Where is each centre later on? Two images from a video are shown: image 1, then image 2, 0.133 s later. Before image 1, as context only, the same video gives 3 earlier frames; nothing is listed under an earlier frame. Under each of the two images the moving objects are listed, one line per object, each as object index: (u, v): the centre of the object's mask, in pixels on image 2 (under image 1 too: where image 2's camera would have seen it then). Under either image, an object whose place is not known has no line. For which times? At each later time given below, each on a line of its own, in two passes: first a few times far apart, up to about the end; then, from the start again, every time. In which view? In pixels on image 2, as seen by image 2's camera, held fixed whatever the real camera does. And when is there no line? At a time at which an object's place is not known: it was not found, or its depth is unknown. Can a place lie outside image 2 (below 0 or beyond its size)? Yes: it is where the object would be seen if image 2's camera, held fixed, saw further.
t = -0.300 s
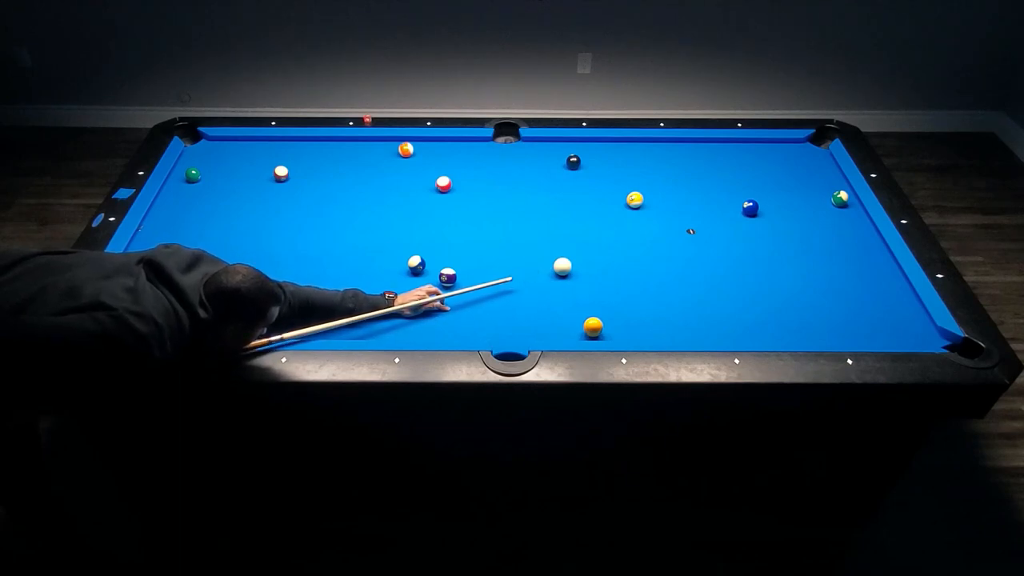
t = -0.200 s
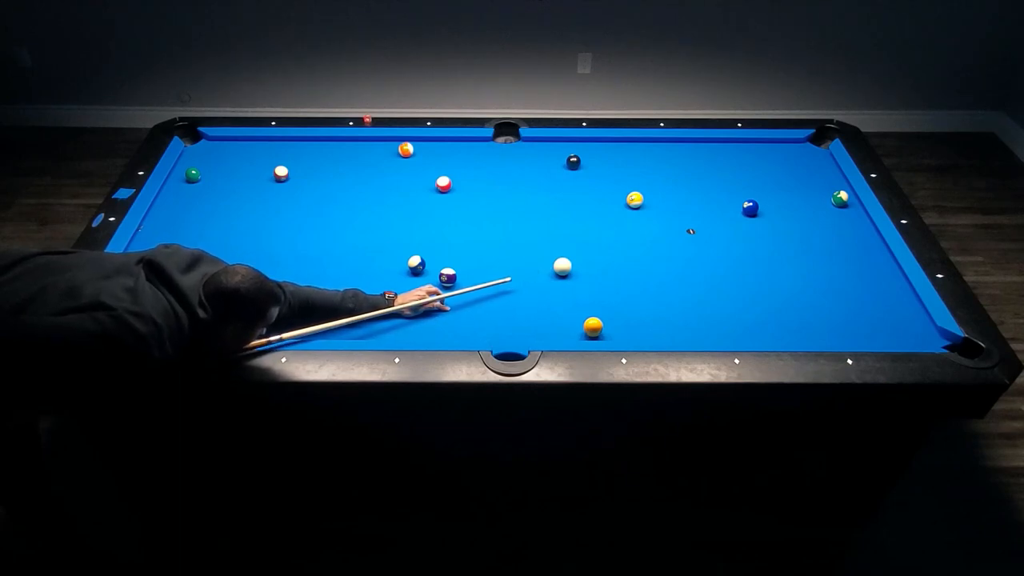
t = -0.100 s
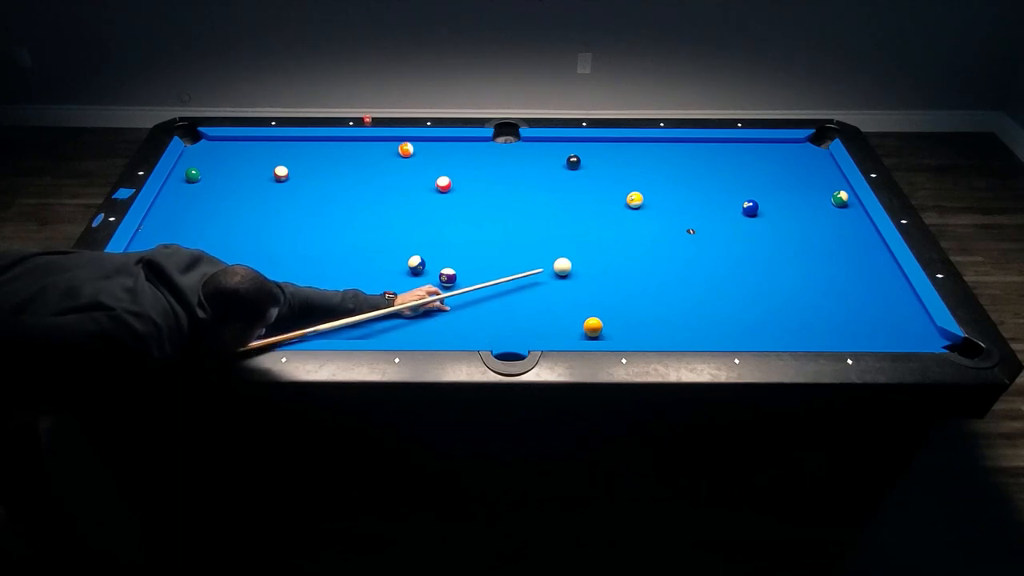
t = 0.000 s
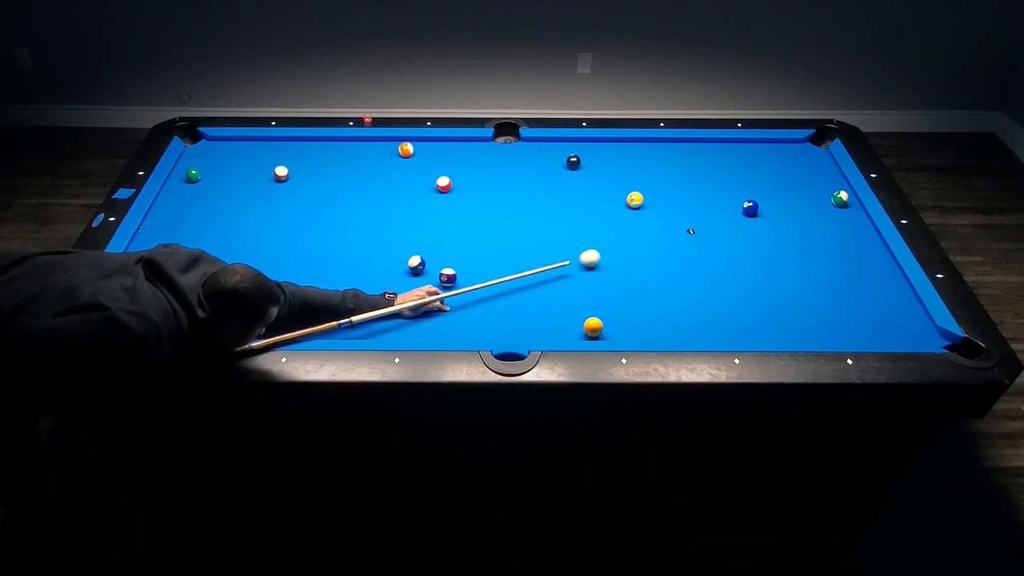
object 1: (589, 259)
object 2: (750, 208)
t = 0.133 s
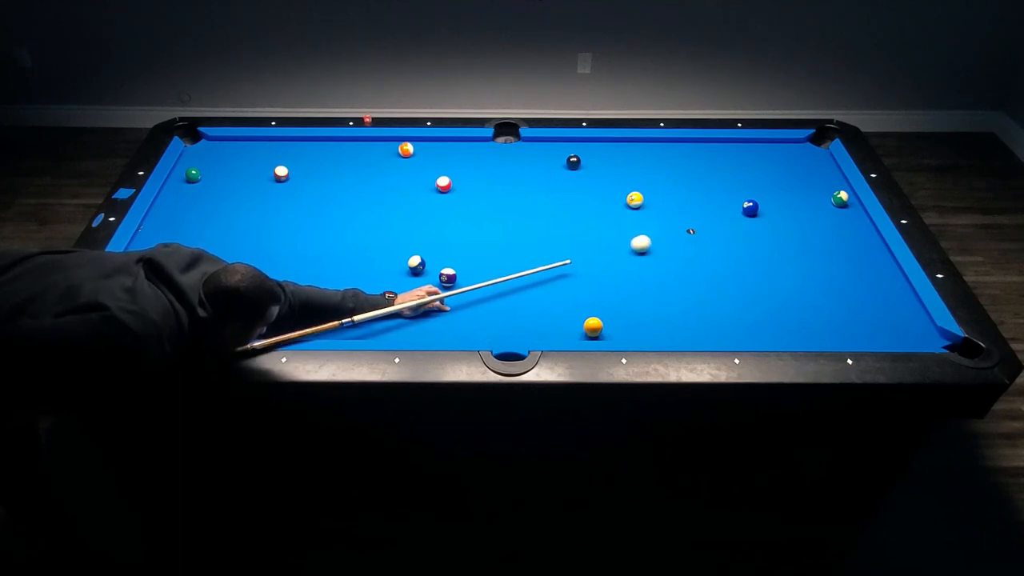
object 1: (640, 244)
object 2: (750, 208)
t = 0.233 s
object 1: (676, 234)
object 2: (750, 208)
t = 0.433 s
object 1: (745, 215)
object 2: (752, 205)
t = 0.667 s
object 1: (795, 222)
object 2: (774, 182)
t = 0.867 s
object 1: (839, 227)
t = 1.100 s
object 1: (858, 232)
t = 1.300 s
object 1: (836, 237)
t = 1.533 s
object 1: (810, 242)
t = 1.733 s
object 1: (788, 247)
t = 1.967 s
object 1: (763, 253)
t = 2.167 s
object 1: (742, 257)
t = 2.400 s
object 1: (718, 262)
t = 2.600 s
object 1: (698, 266)
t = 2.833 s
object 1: (675, 271)
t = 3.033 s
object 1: (657, 275)
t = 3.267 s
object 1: (635, 280)
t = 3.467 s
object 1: (618, 284)
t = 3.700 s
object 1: (598, 288)
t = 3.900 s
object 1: (581, 291)
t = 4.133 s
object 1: (562, 295)
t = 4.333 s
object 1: (547, 298)
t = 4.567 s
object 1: (530, 302)
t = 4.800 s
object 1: (514, 305)
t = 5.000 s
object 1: (502, 308)
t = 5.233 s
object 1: (488, 311)
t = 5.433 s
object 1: (476, 313)
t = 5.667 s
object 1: (464, 316)
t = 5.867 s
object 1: (455, 318)
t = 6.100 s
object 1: (446, 320)
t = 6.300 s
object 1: (438, 322)
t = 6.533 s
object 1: (431, 324)
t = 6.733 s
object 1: (426, 325)
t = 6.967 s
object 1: (420, 326)
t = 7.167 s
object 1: (417, 327)
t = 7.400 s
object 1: (414, 327)
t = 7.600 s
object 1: (414, 327)
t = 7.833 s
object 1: (414, 327)
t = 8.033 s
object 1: (414, 327)
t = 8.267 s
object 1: (414, 327)
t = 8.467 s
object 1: (414, 327)
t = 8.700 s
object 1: (414, 327)
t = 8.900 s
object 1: (414, 327)
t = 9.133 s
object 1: (414, 327)
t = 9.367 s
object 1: (414, 327)
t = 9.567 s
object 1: (414, 327)
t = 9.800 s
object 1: (414, 327)
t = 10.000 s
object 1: (414, 327)
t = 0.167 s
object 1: (653, 241)
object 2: (750, 208)
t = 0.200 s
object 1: (665, 237)
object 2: (750, 208)
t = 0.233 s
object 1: (676, 234)
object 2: (750, 208)
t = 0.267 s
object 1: (689, 230)
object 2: (750, 208)
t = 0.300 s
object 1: (700, 227)
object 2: (750, 208)
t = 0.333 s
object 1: (712, 224)
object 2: (750, 208)
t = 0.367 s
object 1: (723, 221)
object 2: (750, 208)
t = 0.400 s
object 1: (734, 217)
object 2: (750, 208)
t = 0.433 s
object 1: (745, 215)
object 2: (752, 205)
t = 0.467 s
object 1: (751, 216)
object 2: (755, 202)
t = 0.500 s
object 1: (758, 218)
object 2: (759, 199)
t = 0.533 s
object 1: (765, 219)
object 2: (762, 195)
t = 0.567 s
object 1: (772, 220)
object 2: (766, 191)
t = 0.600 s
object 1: (780, 221)
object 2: (769, 188)
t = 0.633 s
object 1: (787, 221)
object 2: (771, 185)
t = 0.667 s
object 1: (795, 222)
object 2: (774, 182)
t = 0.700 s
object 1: (802, 223)
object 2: (777, 179)
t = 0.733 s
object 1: (809, 224)
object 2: (780, 177)
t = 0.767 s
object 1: (817, 224)
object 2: (782, 174)
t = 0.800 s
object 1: (824, 225)
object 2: (785, 171)
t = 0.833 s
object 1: (832, 226)
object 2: (787, 168)
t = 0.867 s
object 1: (839, 227)
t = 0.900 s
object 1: (846, 227)
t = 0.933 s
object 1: (854, 228)
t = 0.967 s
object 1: (861, 229)
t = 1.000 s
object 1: (868, 229)
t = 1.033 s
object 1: (867, 230)
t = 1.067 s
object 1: (862, 231)
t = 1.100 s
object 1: (858, 232)
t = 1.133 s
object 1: (855, 233)
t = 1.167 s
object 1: (851, 234)
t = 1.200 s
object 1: (847, 234)
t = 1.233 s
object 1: (843, 235)
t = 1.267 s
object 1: (839, 236)
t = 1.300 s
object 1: (836, 237)
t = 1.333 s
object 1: (832, 238)
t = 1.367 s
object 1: (828, 238)
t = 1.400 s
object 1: (824, 239)
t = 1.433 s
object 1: (821, 240)
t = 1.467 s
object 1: (817, 241)
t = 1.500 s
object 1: (813, 241)
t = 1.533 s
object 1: (810, 242)
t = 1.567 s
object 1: (806, 243)
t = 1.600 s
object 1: (802, 244)
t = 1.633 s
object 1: (799, 245)
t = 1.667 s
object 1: (795, 246)
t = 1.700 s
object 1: (791, 246)
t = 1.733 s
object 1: (788, 247)
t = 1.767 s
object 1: (784, 248)
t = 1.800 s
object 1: (781, 249)
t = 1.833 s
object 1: (777, 249)
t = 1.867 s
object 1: (774, 250)
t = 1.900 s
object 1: (770, 251)
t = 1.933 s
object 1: (766, 252)
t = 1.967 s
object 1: (763, 253)
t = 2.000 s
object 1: (759, 253)
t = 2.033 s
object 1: (756, 254)
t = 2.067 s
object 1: (752, 255)
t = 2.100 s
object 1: (749, 256)
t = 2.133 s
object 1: (745, 256)
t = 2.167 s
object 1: (742, 257)
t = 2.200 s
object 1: (738, 258)
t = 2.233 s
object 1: (735, 259)
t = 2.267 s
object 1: (732, 259)
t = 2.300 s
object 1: (728, 260)
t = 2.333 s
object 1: (725, 261)
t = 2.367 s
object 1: (721, 261)
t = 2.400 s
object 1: (718, 262)
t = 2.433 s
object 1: (715, 263)
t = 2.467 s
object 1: (711, 263)
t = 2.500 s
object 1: (708, 264)
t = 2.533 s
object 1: (705, 265)
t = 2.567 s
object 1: (701, 266)
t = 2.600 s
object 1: (698, 266)
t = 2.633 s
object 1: (695, 267)
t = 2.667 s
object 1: (692, 268)
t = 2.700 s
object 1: (688, 269)
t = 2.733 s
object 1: (685, 269)
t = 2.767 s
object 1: (682, 270)
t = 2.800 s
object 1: (679, 271)
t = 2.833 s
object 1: (675, 271)
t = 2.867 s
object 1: (672, 272)
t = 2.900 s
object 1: (669, 273)
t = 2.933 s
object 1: (666, 273)
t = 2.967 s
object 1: (663, 274)
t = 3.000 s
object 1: (660, 275)
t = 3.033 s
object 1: (657, 275)
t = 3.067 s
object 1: (654, 276)
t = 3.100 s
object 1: (651, 276)
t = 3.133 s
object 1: (648, 277)
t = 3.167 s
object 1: (645, 278)
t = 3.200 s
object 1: (641, 279)
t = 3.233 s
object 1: (638, 279)
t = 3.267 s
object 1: (635, 280)
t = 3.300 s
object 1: (632, 281)
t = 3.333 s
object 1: (629, 281)
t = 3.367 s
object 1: (626, 282)
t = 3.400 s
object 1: (623, 282)
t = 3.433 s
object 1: (620, 283)
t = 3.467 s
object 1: (618, 284)
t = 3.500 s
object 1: (615, 284)
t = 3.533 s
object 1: (612, 285)
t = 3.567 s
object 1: (609, 285)
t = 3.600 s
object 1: (606, 286)
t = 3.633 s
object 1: (603, 287)
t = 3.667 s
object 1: (600, 287)
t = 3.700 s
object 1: (598, 288)
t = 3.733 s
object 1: (595, 288)
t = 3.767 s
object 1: (592, 289)
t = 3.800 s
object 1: (589, 290)
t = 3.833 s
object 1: (586, 290)
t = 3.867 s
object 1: (583, 291)
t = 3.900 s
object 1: (581, 291)
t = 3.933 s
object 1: (578, 292)
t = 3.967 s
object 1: (575, 293)
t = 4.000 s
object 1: (573, 293)
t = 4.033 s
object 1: (570, 294)
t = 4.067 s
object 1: (568, 294)
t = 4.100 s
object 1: (565, 295)
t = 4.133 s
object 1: (562, 295)
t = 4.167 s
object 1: (560, 295)
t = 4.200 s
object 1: (557, 296)
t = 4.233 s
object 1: (555, 297)
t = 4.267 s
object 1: (552, 297)
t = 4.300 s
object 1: (550, 298)
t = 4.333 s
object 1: (547, 298)
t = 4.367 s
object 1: (545, 299)
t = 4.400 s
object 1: (542, 300)
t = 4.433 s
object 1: (540, 300)
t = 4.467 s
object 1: (537, 301)
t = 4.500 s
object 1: (535, 301)
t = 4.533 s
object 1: (532, 302)
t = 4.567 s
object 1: (530, 302)
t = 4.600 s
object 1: (528, 303)
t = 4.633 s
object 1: (525, 303)
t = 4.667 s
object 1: (523, 304)
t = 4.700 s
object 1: (521, 304)
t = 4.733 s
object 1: (519, 304)
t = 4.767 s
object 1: (517, 305)
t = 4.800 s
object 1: (514, 305)
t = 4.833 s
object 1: (512, 306)
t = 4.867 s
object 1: (510, 306)
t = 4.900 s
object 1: (508, 307)
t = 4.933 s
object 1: (506, 307)
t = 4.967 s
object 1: (504, 308)
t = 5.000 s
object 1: (502, 308)
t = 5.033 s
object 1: (499, 309)
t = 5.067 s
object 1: (497, 309)
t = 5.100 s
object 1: (495, 309)
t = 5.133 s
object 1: (493, 310)
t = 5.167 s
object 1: (491, 310)
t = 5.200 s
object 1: (489, 310)
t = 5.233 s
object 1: (488, 311)
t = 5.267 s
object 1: (486, 311)
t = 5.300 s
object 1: (484, 312)
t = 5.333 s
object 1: (482, 312)
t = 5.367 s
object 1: (480, 312)
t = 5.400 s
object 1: (478, 312)
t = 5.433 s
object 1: (476, 313)
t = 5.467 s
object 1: (475, 313)
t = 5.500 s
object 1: (473, 314)
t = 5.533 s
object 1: (471, 314)
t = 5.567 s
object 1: (469, 314)
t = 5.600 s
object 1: (468, 315)
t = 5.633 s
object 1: (466, 315)
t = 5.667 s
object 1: (464, 316)
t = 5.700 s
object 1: (463, 316)
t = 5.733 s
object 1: (461, 316)
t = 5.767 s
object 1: (460, 317)
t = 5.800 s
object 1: (458, 317)
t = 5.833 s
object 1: (457, 317)
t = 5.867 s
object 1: (455, 318)
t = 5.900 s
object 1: (454, 318)
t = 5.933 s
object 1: (452, 318)
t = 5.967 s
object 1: (451, 319)
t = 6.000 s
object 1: (450, 319)
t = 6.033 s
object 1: (448, 319)
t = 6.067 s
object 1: (447, 319)
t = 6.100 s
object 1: (446, 320)
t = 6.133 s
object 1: (444, 320)
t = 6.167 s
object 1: (443, 321)
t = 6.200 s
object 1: (442, 321)
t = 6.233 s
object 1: (441, 321)
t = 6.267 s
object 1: (439, 321)
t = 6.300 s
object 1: (438, 322)
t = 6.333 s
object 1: (437, 322)
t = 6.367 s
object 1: (436, 322)
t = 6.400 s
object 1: (435, 322)
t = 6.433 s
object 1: (434, 323)
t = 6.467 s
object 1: (433, 323)
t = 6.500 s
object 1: (432, 323)
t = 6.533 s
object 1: (431, 324)
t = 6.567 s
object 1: (430, 324)
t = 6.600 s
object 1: (429, 324)
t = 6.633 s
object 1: (428, 324)
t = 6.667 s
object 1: (427, 324)
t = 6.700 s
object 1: (426, 325)
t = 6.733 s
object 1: (426, 325)
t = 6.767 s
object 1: (425, 325)
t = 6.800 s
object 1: (424, 325)
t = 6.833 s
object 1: (423, 325)
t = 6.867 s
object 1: (422, 325)
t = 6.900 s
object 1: (422, 326)
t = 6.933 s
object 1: (421, 326)
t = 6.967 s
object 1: (420, 326)
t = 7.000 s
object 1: (420, 326)
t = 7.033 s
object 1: (419, 326)
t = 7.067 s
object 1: (419, 326)
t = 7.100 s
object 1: (418, 326)
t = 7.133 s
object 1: (418, 327)
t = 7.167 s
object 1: (417, 327)
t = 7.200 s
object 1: (417, 327)
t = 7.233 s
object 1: (416, 327)
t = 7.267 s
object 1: (416, 327)
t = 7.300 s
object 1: (415, 327)
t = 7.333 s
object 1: (415, 327)
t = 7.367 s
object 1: (415, 327)
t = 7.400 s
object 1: (414, 327)
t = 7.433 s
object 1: (414, 327)
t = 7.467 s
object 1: (414, 327)
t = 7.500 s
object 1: (414, 327)
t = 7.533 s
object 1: (414, 327)
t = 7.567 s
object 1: (414, 327)
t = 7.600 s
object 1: (414, 327)
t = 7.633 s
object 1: (413, 327)
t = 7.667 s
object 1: (414, 327)
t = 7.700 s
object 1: (413, 327)
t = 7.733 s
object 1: (414, 327)
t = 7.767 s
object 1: (413, 327)
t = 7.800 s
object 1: (414, 327)
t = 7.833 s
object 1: (414, 327)
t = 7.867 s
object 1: (414, 327)
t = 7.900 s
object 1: (414, 327)
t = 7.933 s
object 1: (414, 327)
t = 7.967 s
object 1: (414, 327)
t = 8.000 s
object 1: (414, 327)
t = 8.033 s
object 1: (414, 327)
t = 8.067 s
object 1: (414, 327)
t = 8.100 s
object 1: (414, 327)
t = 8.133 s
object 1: (414, 327)
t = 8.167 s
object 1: (414, 327)
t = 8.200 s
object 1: (414, 327)
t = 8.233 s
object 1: (414, 327)
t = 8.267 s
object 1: (414, 327)
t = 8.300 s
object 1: (414, 327)
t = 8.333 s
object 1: (414, 327)
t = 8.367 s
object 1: (414, 327)
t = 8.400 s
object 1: (414, 327)
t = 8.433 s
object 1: (414, 327)
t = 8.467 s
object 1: (414, 327)
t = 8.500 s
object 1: (414, 327)
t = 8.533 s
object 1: (414, 327)
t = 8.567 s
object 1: (414, 327)
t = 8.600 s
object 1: (414, 327)
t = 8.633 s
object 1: (414, 327)
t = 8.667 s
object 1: (414, 327)
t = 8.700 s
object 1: (414, 327)
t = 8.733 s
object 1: (414, 327)
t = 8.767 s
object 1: (414, 327)
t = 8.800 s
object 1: (414, 327)
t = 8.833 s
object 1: (414, 327)
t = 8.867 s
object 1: (414, 327)
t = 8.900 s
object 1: (414, 327)
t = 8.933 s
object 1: (414, 327)
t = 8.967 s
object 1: (414, 327)
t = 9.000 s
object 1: (414, 327)
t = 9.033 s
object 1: (414, 327)
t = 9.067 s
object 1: (414, 327)
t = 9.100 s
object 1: (414, 327)
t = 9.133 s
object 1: (414, 327)
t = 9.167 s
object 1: (414, 327)
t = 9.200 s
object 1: (414, 327)
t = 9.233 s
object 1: (414, 327)
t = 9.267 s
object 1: (414, 327)
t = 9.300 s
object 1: (414, 327)
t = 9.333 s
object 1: (414, 327)
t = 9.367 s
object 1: (414, 327)
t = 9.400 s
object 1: (414, 327)
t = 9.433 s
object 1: (414, 327)
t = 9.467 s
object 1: (414, 327)
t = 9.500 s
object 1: (414, 327)
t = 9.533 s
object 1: (414, 327)
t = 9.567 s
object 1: (414, 327)
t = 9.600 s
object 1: (414, 327)
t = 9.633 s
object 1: (414, 327)
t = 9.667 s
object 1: (414, 327)
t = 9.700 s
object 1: (414, 327)
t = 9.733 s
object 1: (414, 327)
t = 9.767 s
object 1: (414, 327)
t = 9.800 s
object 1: (414, 327)
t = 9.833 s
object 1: (414, 327)
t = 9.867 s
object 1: (414, 327)
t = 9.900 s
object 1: (414, 327)
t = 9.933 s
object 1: (414, 327)
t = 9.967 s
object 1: (414, 327)
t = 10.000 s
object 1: (414, 327)
